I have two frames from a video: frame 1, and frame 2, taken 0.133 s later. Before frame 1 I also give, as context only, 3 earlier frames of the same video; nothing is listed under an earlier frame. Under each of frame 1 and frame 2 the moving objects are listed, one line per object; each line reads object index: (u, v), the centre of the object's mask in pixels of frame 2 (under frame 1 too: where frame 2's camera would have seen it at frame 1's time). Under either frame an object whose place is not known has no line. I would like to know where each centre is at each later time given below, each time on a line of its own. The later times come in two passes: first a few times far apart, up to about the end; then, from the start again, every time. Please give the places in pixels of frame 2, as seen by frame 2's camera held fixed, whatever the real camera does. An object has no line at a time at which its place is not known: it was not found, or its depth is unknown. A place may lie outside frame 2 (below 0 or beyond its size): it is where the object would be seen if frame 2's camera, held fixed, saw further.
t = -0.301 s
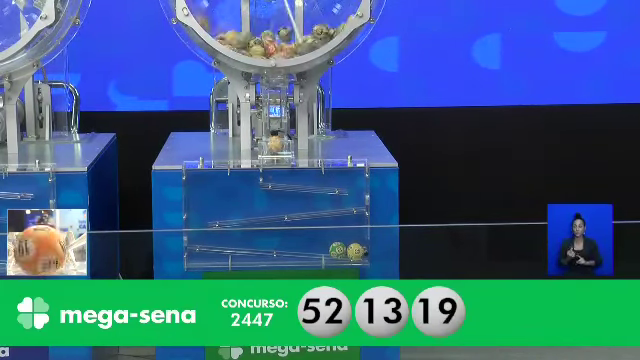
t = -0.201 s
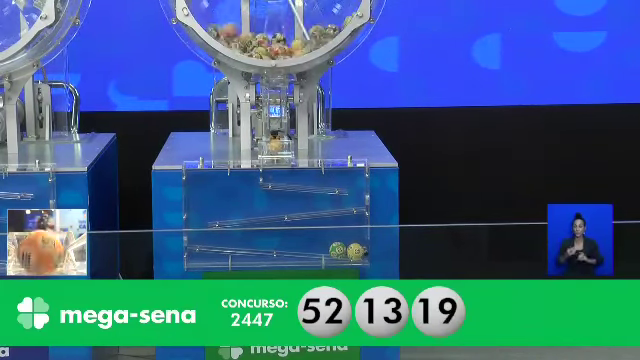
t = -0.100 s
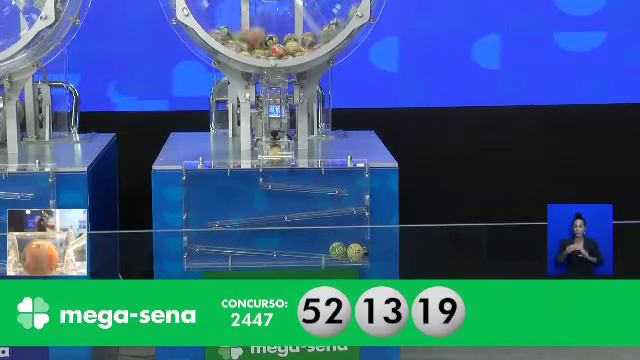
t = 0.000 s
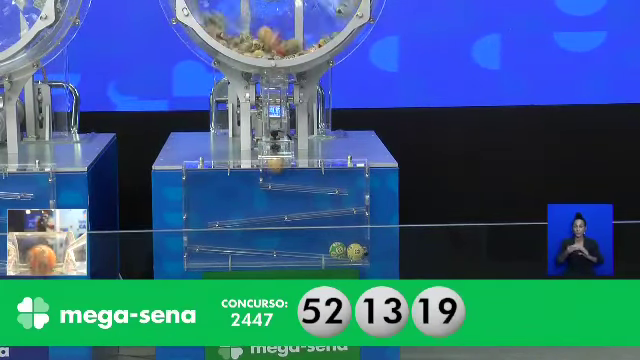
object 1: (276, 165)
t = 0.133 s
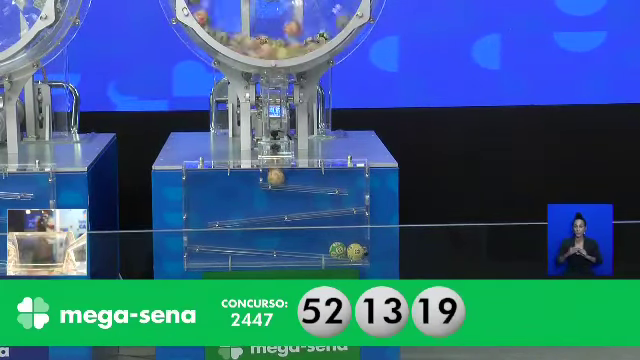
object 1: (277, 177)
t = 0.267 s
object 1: (279, 177)
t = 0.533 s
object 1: (290, 179)
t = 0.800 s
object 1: (312, 181)
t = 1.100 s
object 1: (348, 183)
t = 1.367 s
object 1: (350, 202)
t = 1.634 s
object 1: (347, 202)
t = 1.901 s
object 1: (333, 205)
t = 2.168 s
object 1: (309, 207)
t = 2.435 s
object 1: (275, 210)
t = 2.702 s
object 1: (231, 215)
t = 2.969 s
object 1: (203, 240)
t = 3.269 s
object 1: (207, 241)
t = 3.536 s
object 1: (223, 242)
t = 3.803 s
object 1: (248, 243)
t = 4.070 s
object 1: (284, 246)
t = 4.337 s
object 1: (317, 248)
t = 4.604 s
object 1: (312, 248)
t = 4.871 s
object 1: (320, 248)
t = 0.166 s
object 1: (278, 176)
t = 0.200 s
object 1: (278, 177)
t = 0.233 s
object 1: (278, 177)
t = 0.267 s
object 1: (279, 177)
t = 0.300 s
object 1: (279, 177)
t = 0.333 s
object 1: (280, 178)
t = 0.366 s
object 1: (281, 178)
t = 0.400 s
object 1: (283, 178)
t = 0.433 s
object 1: (284, 178)
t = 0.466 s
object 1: (286, 179)
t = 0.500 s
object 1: (288, 179)
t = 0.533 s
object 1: (290, 179)
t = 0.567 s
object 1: (292, 180)
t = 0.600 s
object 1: (294, 179)
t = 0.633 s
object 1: (297, 180)
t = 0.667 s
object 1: (299, 180)
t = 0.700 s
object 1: (302, 180)
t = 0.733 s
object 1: (305, 180)
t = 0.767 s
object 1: (308, 181)
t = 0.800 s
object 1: (312, 181)
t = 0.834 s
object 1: (315, 181)
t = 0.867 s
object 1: (319, 181)
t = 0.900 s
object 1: (322, 182)
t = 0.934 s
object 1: (326, 182)
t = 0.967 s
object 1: (330, 182)
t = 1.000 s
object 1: (335, 182)
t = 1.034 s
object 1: (339, 182)
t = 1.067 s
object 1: (343, 183)
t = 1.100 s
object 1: (348, 183)
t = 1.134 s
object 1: (353, 185)
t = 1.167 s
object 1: (356, 191)
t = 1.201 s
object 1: (352, 198)
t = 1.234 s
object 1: (349, 200)
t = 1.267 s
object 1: (349, 200)
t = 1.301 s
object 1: (351, 201)
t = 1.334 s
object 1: (351, 201)
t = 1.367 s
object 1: (350, 202)
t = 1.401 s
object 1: (351, 202)
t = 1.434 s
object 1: (351, 202)
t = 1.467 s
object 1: (351, 202)
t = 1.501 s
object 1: (350, 202)
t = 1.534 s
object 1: (350, 202)
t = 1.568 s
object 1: (349, 202)
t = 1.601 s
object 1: (348, 202)
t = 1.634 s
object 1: (347, 202)
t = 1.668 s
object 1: (346, 203)
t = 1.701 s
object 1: (344, 203)
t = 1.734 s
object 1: (343, 204)
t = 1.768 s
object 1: (342, 204)
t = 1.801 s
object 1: (339, 203)
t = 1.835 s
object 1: (337, 204)
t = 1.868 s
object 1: (335, 204)
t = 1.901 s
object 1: (333, 205)
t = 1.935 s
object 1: (330, 205)
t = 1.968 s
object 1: (327, 205)
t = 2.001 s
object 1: (325, 205)
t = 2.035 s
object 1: (322, 206)
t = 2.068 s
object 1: (319, 206)
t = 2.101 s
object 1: (317, 207)
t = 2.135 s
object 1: (312, 207)
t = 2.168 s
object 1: (309, 207)
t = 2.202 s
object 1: (305, 207)
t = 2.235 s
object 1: (301, 208)
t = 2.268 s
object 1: (297, 208)
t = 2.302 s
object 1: (293, 208)
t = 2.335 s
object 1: (288, 209)
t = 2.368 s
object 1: (284, 209)
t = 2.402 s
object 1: (279, 210)
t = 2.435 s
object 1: (275, 210)
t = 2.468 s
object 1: (270, 211)
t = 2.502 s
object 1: (264, 212)
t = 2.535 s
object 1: (260, 212)
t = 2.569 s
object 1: (254, 213)
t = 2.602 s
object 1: (248, 213)
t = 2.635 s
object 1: (243, 214)
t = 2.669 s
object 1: (237, 214)
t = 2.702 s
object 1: (231, 215)
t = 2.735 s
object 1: (225, 215)
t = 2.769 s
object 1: (219, 216)
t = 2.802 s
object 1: (212, 216)
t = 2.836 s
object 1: (206, 216)
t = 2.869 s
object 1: (200, 220)
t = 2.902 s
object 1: (197, 224)
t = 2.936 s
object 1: (201, 231)
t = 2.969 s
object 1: (203, 240)
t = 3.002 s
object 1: (203, 240)
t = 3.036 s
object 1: (204, 240)
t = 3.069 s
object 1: (204, 240)
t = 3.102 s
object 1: (204, 240)
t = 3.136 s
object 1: (204, 240)
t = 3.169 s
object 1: (205, 241)
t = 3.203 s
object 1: (205, 241)
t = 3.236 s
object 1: (206, 241)
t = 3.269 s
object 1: (207, 241)
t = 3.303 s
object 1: (208, 241)
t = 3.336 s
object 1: (210, 241)
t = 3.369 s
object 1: (212, 241)
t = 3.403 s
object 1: (214, 242)
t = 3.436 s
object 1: (216, 242)
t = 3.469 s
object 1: (218, 242)
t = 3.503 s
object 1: (220, 242)
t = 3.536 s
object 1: (223, 242)
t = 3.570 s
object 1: (225, 243)
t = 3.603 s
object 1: (228, 242)
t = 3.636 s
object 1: (231, 242)
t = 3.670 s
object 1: (234, 242)
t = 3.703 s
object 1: (237, 243)
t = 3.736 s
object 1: (240, 243)
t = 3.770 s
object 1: (244, 243)
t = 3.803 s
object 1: (248, 243)
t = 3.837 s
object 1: (252, 244)
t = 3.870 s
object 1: (256, 245)
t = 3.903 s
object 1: (260, 245)
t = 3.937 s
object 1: (264, 245)
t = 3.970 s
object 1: (269, 245)
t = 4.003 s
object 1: (274, 246)
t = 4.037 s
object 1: (279, 246)
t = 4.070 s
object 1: (284, 246)
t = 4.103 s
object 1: (289, 247)
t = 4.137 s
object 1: (294, 247)
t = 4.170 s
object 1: (300, 247)
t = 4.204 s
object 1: (305, 248)
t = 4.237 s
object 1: (311, 248)
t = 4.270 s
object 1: (317, 248)
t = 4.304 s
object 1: (319, 248)
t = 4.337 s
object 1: (317, 248)
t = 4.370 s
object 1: (315, 248)
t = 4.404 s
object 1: (314, 248)
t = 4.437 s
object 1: (313, 248)
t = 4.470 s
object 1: (313, 248)
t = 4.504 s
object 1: (312, 248)
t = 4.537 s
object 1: (312, 248)
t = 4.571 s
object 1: (312, 248)
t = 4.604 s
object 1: (312, 248)
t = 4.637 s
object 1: (312, 248)
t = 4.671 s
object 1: (313, 248)
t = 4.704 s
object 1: (313, 248)
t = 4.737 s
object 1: (315, 248)
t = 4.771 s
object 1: (315, 248)
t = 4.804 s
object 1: (317, 248)
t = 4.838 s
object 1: (318, 248)
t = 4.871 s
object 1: (320, 248)
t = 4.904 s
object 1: (320, 248)
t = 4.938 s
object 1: (320, 248)
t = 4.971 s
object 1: (320, 249)
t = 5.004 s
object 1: (320, 249)
